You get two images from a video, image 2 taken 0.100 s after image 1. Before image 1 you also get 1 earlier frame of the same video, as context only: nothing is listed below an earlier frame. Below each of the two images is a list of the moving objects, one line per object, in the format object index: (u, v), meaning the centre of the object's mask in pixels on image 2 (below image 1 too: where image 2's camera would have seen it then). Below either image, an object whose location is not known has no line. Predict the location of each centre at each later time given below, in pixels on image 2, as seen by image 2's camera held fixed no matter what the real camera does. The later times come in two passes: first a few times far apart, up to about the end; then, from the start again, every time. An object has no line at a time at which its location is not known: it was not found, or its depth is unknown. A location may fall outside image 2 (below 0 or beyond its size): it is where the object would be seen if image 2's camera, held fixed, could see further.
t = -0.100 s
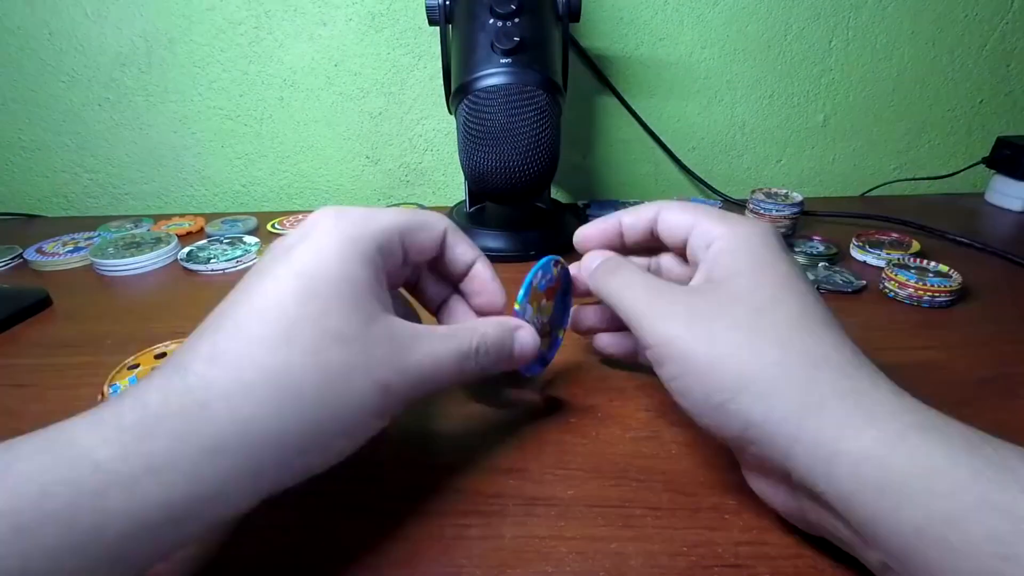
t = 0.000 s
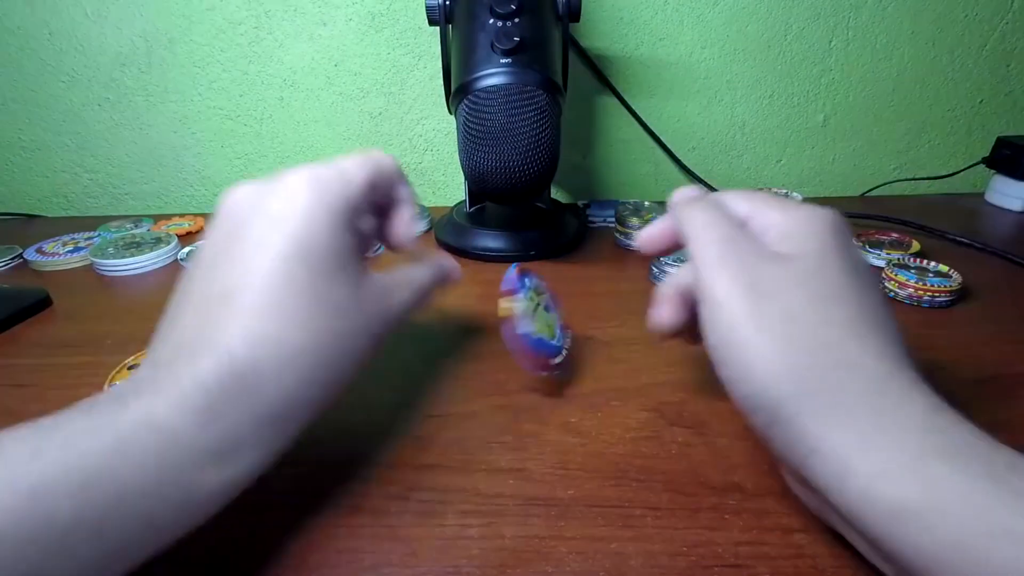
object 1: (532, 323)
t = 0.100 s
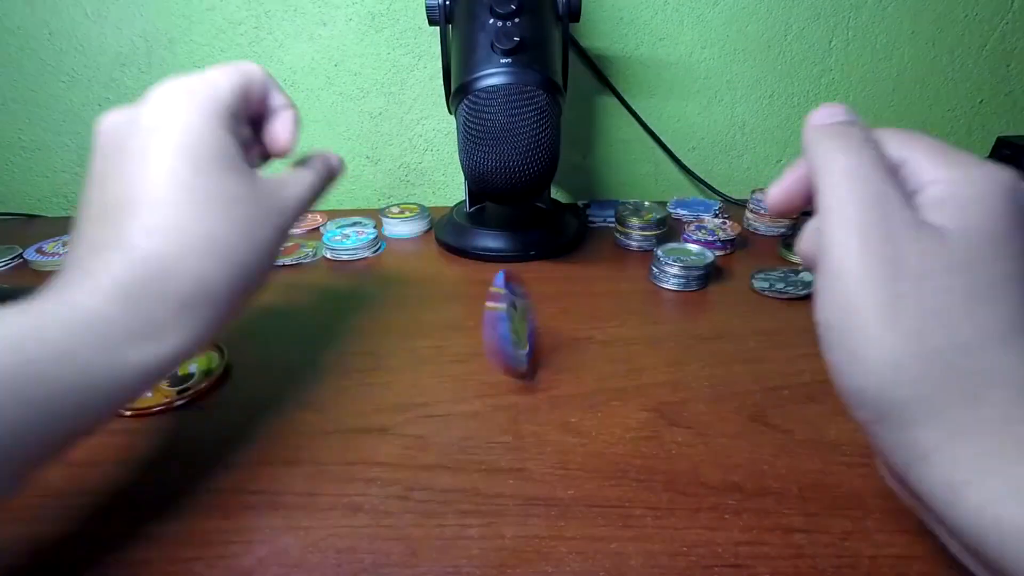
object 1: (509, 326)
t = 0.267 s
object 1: (488, 320)
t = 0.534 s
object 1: (478, 299)
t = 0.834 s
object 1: (510, 287)
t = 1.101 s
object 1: (549, 292)
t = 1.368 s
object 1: (557, 314)
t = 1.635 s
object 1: (522, 332)
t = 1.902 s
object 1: (507, 326)
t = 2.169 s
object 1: (513, 327)
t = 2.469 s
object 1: (531, 334)
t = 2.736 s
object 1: (524, 335)
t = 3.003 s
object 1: (514, 340)
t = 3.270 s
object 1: (519, 347)
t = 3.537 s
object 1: (523, 349)
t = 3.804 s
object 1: (522, 351)
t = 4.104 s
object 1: (522, 356)
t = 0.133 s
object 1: (513, 321)
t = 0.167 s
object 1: (501, 319)
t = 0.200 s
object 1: (497, 317)
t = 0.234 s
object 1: (492, 316)
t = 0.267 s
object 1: (488, 320)
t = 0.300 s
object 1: (486, 311)
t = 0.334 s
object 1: (475, 311)
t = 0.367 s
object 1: (483, 307)
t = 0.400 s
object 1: (477, 307)
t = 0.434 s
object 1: (479, 303)
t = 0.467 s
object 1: (472, 302)
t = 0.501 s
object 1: (481, 299)
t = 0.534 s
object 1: (478, 299)
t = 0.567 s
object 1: (482, 294)
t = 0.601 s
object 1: (478, 294)
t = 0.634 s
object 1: (488, 290)
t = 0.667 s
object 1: (488, 295)
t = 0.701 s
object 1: (494, 288)
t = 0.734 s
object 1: (494, 291)
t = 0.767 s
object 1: (501, 286)
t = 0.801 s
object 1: (510, 286)
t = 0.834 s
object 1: (510, 287)
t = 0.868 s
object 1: (515, 286)
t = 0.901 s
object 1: (514, 287)
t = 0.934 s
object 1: (524, 286)
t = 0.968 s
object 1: (531, 286)
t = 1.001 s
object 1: (534, 290)
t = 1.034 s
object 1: (539, 292)
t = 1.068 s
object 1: (539, 293)
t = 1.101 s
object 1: (549, 292)
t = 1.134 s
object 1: (555, 294)
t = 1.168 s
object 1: (553, 298)
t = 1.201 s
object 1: (559, 302)
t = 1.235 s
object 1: (553, 309)
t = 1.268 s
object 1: (558, 307)
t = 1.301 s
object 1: (562, 309)
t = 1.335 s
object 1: (555, 315)
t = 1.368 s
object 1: (557, 314)
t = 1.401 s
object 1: (555, 319)
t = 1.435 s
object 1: (545, 325)
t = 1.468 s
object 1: (549, 324)
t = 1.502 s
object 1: (548, 325)
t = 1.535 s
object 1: (536, 325)
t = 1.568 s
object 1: (537, 324)
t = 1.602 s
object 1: (531, 326)
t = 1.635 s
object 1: (522, 332)
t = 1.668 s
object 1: (524, 331)
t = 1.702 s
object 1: (522, 330)
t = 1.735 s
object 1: (512, 326)
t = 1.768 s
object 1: (514, 324)
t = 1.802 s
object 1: (507, 326)
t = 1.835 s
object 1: (504, 328)
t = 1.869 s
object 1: (507, 327)
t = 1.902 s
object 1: (507, 326)
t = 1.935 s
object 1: (502, 322)
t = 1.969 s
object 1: (506, 320)
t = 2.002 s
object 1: (503, 326)
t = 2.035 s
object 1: (504, 321)
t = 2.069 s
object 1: (508, 322)
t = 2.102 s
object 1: (509, 323)
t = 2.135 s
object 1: (509, 319)
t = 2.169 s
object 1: (513, 327)
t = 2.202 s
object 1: (512, 321)
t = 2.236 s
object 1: (517, 320)
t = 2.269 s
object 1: (520, 322)
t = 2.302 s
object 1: (519, 323)
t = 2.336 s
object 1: (519, 329)
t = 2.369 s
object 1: (523, 325)
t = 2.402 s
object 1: (527, 325)
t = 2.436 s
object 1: (521, 328)
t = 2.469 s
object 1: (531, 334)
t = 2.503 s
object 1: (526, 332)
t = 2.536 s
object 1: (530, 331)
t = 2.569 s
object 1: (530, 332)
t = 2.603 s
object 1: (528, 331)
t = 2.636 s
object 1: (525, 340)
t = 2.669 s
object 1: (527, 338)
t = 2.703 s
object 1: (528, 337)
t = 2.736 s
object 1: (524, 335)
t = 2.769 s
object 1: (520, 344)
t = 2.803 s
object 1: (521, 342)
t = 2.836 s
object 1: (523, 341)
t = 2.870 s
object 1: (516, 338)
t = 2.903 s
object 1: (516, 343)
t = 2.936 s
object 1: (517, 342)
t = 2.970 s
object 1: (519, 342)
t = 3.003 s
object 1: (514, 340)
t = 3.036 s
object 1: (515, 342)
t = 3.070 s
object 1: (517, 341)
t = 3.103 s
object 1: (519, 342)
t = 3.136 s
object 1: (519, 343)
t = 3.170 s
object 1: (517, 342)
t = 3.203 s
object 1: (521, 341)
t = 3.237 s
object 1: (521, 343)
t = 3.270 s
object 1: (519, 347)
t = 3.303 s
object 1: (521, 343)
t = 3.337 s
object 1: (524, 343)
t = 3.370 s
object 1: (524, 346)
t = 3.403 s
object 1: (521, 348)
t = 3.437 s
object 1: (525, 346)
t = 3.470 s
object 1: (525, 346)
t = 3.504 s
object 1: (523, 351)
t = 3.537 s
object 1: (523, 349)
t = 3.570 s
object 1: (524, 348)
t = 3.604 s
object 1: (523, 350)
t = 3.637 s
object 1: (521, 351)
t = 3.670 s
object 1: (523, 350)
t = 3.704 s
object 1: (522, 350)
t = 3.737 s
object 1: (520, 352)
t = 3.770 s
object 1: (522, 351)
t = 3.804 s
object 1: (522, 351)
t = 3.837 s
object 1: (519, 352)
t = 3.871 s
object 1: (522, 352)
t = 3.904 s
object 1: (522, 352)
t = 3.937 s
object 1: (520, 353)
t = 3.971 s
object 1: (522, 352)
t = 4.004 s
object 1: (522, 354)
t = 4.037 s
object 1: (521, 354)
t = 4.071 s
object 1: (523, 353)
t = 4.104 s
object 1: (522, 356)
